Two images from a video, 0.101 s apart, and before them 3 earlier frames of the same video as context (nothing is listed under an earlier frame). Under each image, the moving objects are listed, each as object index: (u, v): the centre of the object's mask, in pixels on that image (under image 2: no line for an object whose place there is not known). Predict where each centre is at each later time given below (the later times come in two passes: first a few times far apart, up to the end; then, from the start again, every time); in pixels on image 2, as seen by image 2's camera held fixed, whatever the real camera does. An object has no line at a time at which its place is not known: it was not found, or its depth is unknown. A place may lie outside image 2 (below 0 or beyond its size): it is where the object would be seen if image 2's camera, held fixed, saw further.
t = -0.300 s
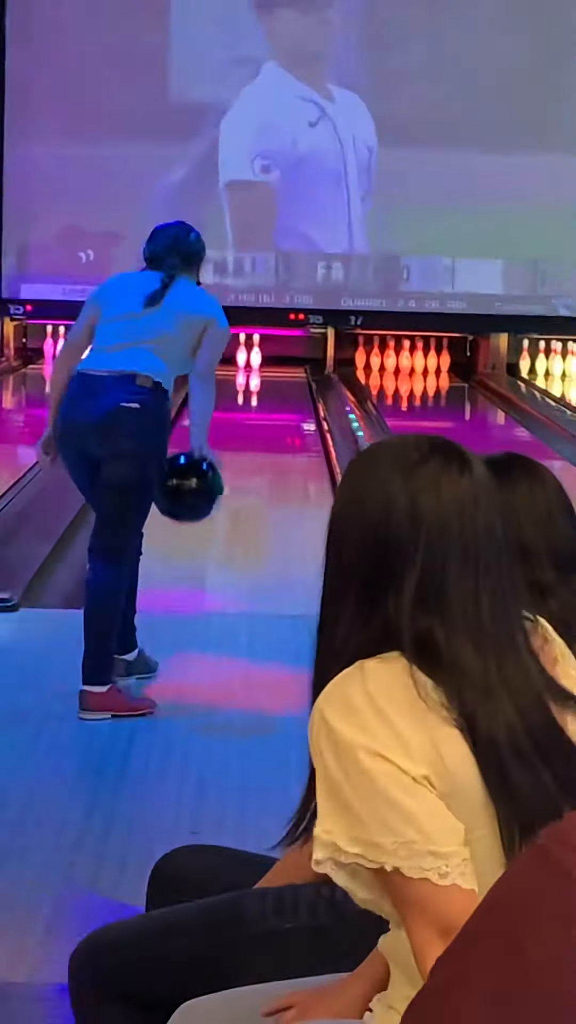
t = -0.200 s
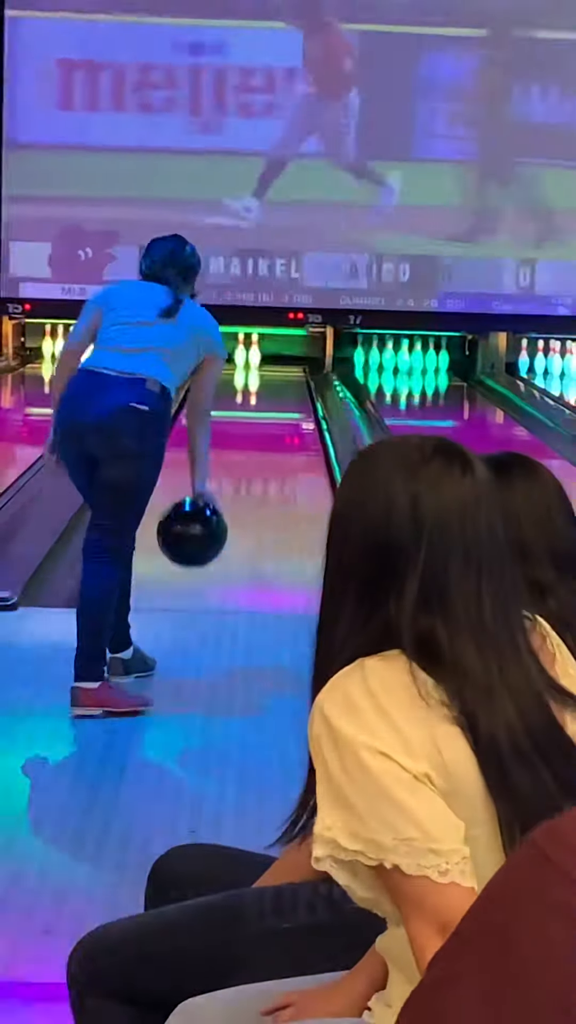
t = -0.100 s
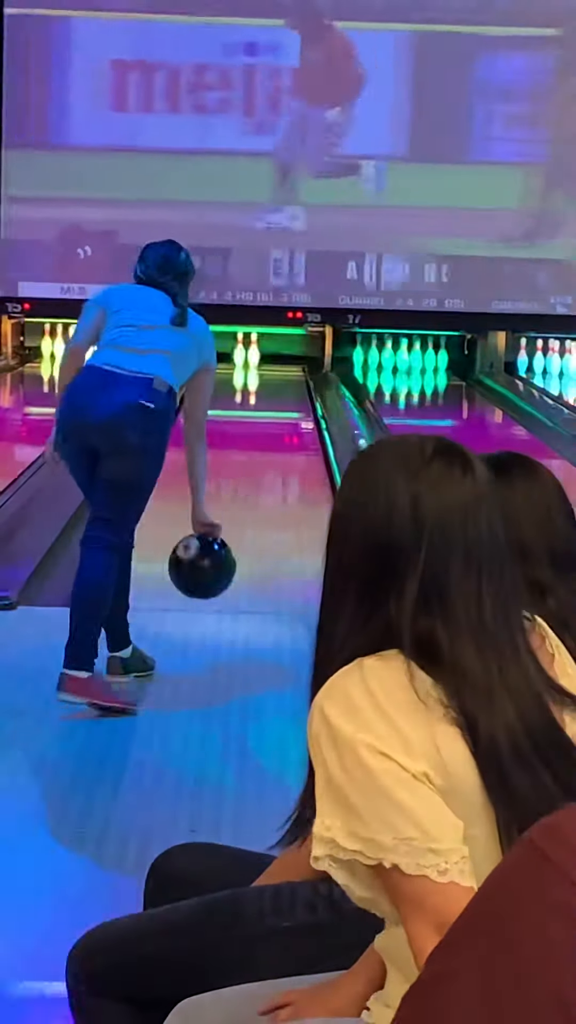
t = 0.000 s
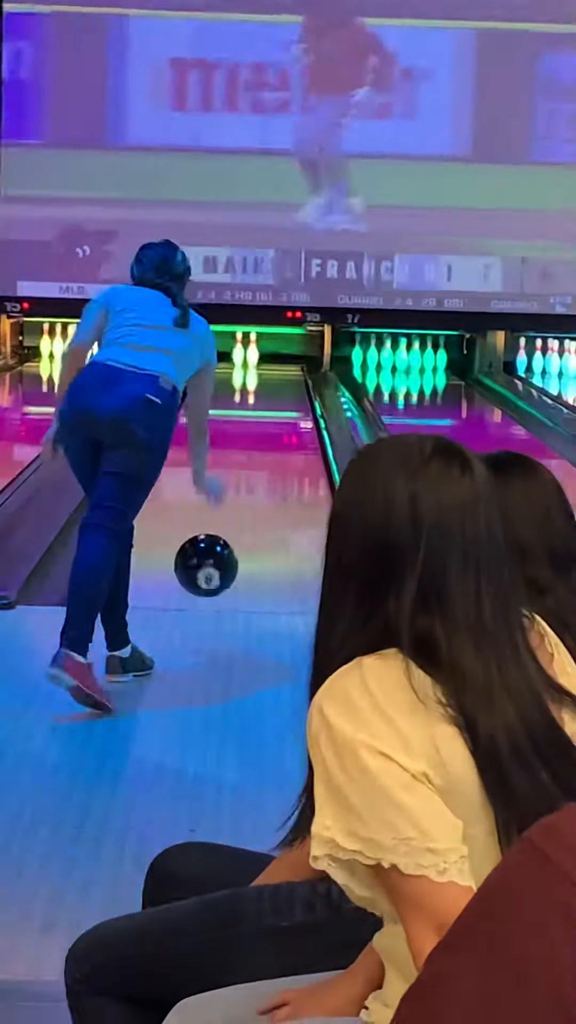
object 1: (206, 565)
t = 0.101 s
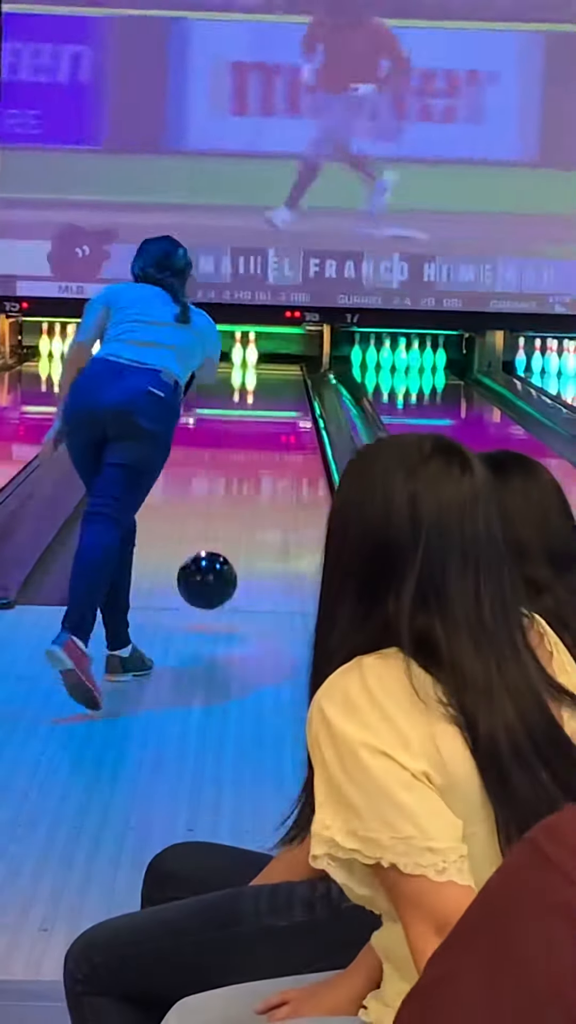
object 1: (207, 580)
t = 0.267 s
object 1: (210, 569)
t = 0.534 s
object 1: (217, 530)
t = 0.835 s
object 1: (221, 497)
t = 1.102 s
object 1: (225, 474)
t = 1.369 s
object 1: (228, 455)
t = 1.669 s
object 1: (229, 435)
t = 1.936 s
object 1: (231, 423)
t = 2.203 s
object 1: (233, 410)
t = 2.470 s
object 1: (240, 396)
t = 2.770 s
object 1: (235, 391)
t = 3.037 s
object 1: (236, 384)
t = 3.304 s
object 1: (236, 376)
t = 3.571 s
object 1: (236, 371)
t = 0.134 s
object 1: (207, 591)
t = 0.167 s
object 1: (208, 583)
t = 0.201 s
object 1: (209, 575)
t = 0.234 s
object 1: (210, 570)
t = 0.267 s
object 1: (210, 569)
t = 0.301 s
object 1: (211, 563)
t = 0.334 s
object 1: (212, 558)
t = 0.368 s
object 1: (213, 553)
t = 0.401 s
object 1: (214, 548)
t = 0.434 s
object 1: (214, 544)
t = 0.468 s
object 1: (215, 539)
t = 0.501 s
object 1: (216, 535)
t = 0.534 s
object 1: (217, 530)
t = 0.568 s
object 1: (217, 526)
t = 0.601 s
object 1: (218, 522)
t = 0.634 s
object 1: (218, 518)
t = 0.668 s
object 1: (219, 515)
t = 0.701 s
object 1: (220, 511)
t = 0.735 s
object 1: (220, 507)
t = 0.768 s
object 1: (221, 504)
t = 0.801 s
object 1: (221, 500)
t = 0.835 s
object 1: (221, 497)
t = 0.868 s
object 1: (222, 493)
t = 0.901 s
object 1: (223, 491)
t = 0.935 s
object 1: (223, 488)
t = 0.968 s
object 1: (223, 484)
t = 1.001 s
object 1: (224, 482)
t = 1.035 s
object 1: (224, 479)
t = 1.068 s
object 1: (225, 476)
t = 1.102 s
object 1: (225, 474)
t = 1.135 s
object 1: (225, 471)
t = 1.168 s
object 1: (225, 469)
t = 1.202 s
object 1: (226, 466)
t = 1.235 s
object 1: (226, 463)
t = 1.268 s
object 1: (227, 461)
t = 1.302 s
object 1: (227, 459)
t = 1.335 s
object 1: (227, 457)
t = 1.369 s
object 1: (228, 455)
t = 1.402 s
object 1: (228, 452)
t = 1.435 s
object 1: (228, 450)
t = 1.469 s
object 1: (228, 448)
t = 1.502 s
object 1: (228, 446)
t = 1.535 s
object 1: (228, 444)
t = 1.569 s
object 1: (228, 442)
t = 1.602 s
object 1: (229, 440)
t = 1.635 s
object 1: (229, 438)
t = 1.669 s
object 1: (229, 435)
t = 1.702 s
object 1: (230, 434)
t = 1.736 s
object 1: (230, 433)
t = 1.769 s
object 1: (230, 431)
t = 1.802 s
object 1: (231, 430)
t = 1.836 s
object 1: (231, 427)
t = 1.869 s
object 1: (231, 426)
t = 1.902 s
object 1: (232, 424)
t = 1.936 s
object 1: (231, 423)
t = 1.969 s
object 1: (232, 422)
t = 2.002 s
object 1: (232, 420)
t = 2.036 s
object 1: (233, 418)
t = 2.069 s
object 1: (232, 417)
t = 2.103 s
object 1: (232, 415)
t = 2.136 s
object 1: (232, 414)
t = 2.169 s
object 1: (232, 412)
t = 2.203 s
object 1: (233, 410)
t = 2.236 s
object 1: (234, 409)
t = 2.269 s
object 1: (234, 408)
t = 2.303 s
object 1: (233, 406)
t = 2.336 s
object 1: (234, 406)
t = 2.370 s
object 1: (234, 404)
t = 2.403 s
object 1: (234, 403)
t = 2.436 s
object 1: (235, 401)
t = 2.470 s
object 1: (240, 396)
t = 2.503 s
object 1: (236, 398)
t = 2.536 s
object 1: (235, 398)
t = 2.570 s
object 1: (234, 396)
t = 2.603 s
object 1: (233, 395)
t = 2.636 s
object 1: (234, 395)
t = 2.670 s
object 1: (234, 394)
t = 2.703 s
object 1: (234, 393)
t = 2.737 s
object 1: (233, 392)
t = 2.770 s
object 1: (235, 391)
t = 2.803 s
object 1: (236, 389)
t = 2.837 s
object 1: (235, 388)
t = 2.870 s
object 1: (235, 388)
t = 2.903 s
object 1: (236, 387)
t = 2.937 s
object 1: (235, 387)
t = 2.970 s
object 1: (236, 386)
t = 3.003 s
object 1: (236, 385)
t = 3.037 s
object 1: (236, 384)
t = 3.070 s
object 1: (236, 383)
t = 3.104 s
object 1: (235, 382)
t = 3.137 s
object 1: (236, 381)
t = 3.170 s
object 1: (236, 380)
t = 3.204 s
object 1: (236, 379)
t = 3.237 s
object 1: (236, 378)
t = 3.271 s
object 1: (236, 378)
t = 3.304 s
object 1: (236, 376)
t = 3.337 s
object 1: (236, 376)
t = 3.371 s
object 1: (236, 375)
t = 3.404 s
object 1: (236, 374)
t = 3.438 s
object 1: (236, 374)
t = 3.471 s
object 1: (236, 374)
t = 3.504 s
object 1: (236, 373)
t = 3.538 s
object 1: (236, 372)
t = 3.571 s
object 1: (236, 371)
